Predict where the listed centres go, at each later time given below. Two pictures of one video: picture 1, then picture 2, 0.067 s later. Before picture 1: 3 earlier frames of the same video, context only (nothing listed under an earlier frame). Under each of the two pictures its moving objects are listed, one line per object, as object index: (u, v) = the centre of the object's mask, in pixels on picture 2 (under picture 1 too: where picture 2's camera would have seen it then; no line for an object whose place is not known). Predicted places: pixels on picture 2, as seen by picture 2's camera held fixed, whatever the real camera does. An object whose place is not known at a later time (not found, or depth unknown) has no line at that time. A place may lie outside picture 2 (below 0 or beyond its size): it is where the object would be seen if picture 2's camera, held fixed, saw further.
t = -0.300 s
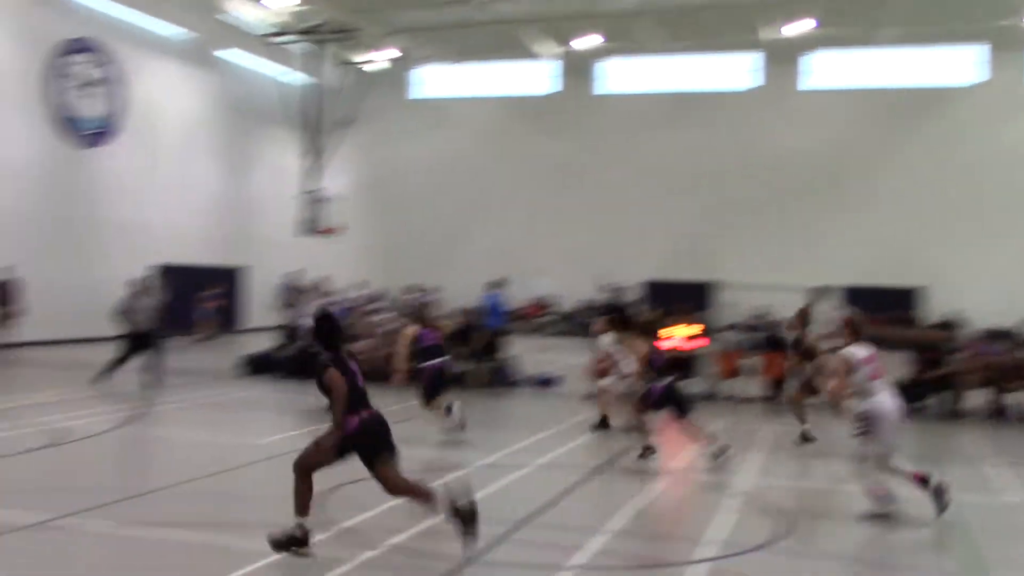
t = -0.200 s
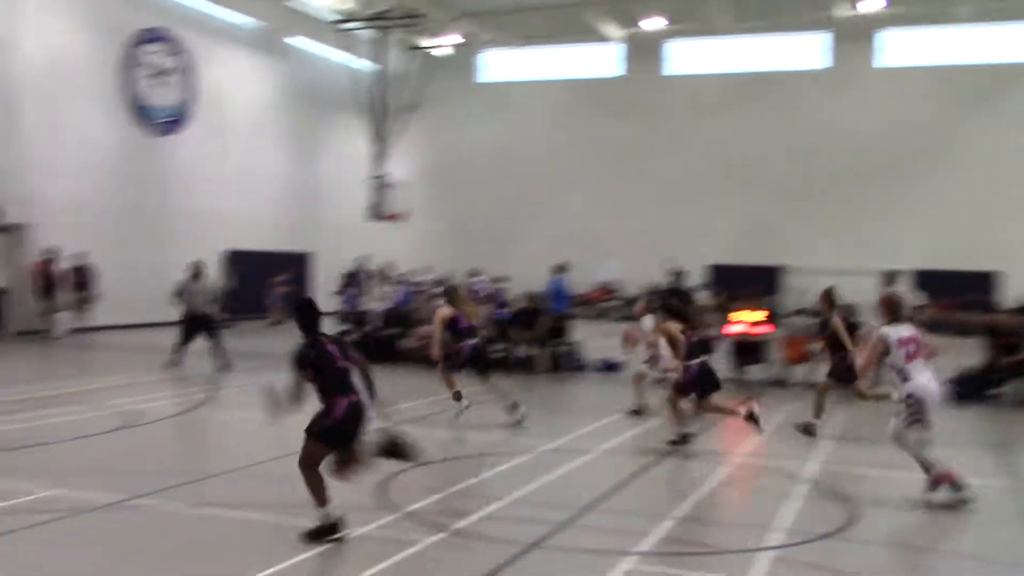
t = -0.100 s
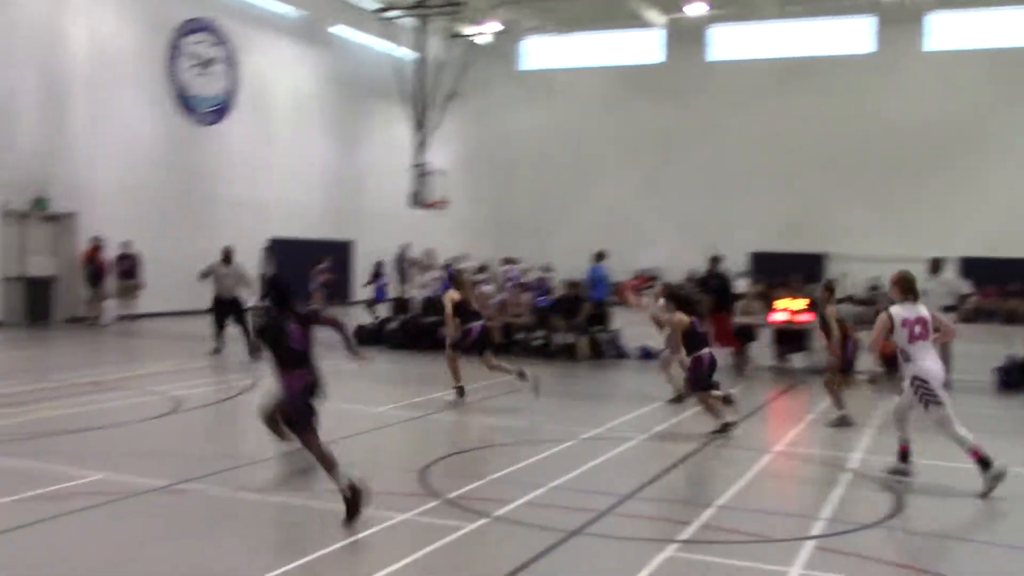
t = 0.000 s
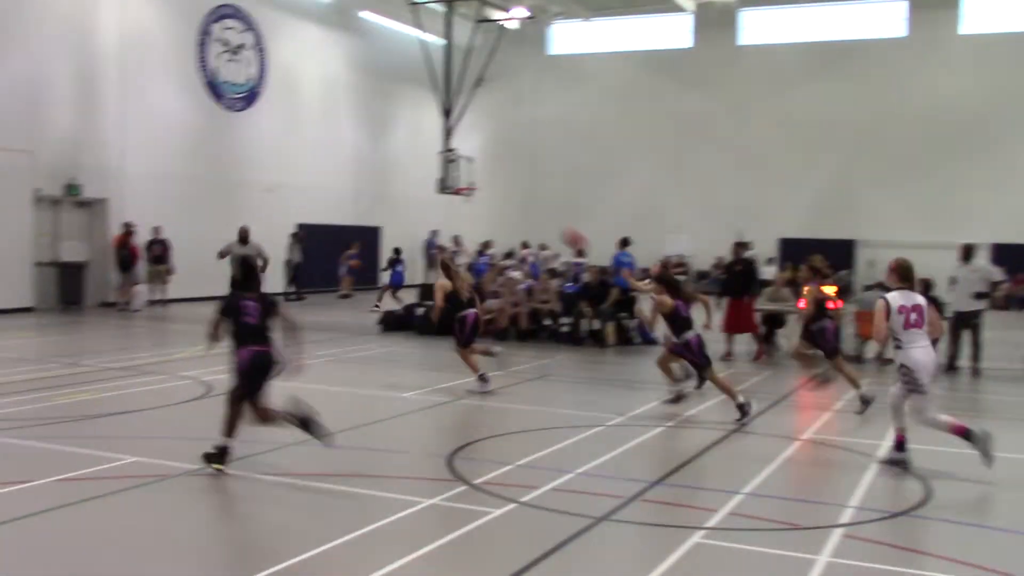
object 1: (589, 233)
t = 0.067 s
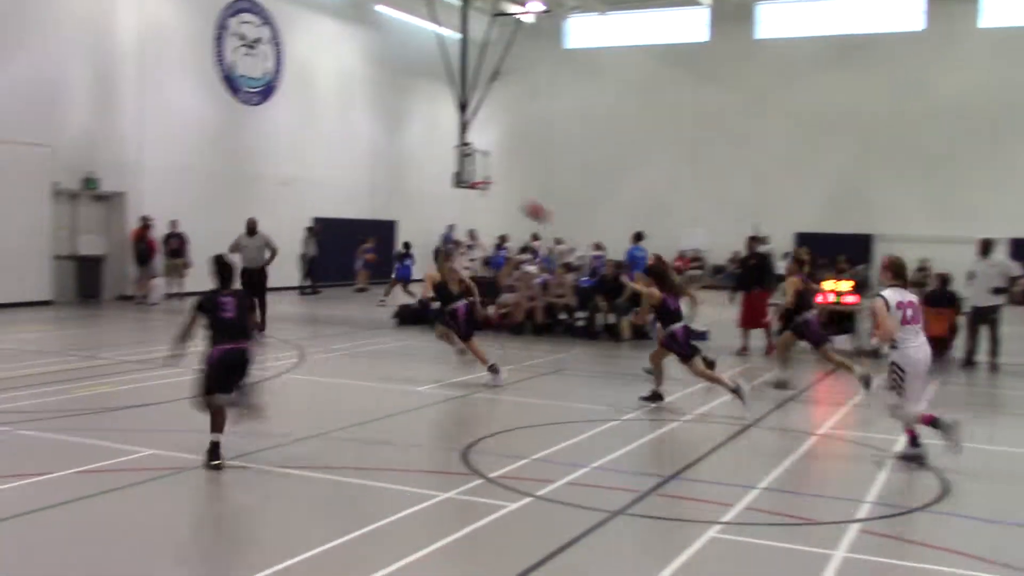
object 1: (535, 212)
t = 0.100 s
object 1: (509, 201)
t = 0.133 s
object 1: (482, 191)
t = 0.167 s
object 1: (453, 182)
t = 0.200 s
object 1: (426, 175)
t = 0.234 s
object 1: (400, 168)
